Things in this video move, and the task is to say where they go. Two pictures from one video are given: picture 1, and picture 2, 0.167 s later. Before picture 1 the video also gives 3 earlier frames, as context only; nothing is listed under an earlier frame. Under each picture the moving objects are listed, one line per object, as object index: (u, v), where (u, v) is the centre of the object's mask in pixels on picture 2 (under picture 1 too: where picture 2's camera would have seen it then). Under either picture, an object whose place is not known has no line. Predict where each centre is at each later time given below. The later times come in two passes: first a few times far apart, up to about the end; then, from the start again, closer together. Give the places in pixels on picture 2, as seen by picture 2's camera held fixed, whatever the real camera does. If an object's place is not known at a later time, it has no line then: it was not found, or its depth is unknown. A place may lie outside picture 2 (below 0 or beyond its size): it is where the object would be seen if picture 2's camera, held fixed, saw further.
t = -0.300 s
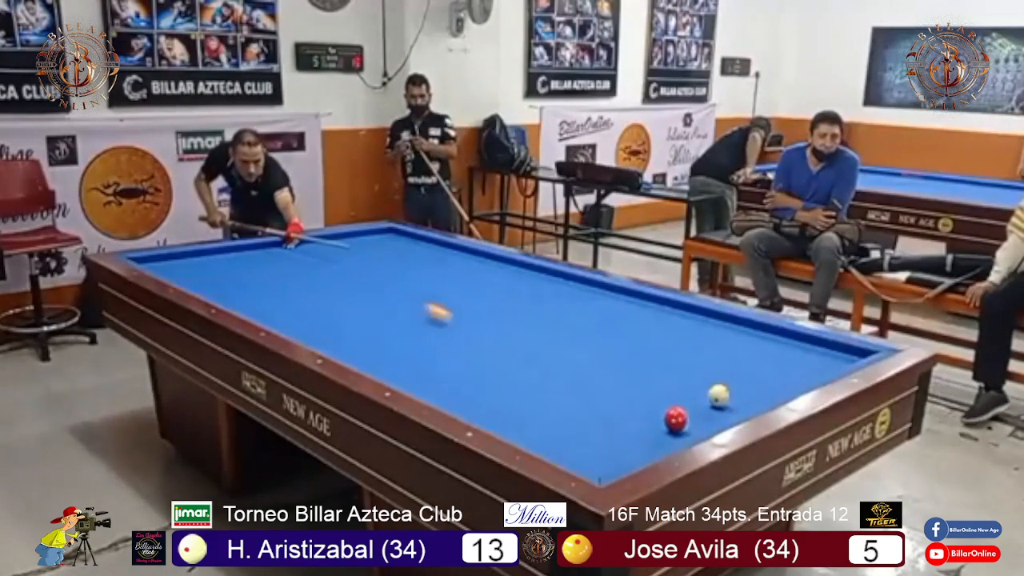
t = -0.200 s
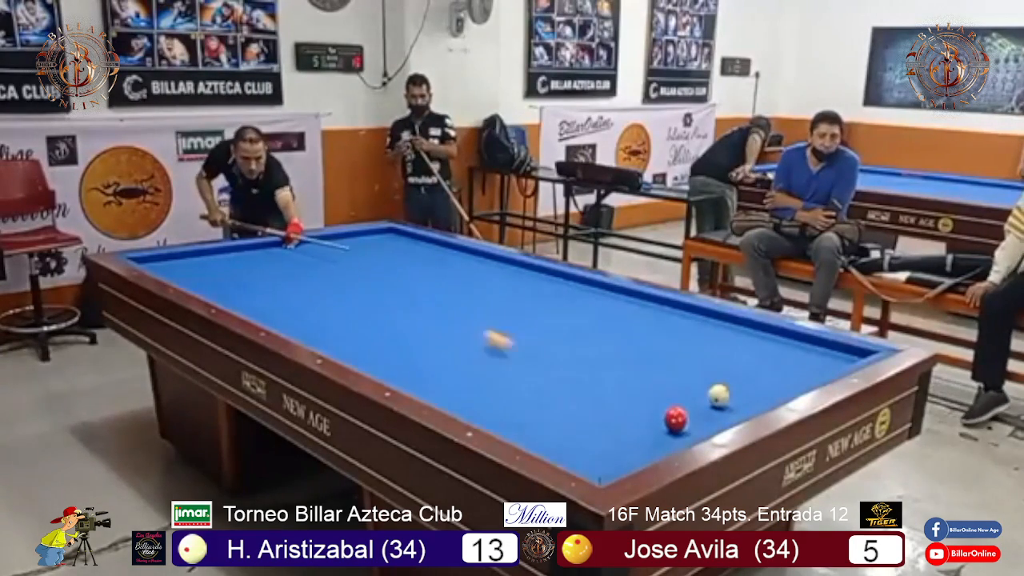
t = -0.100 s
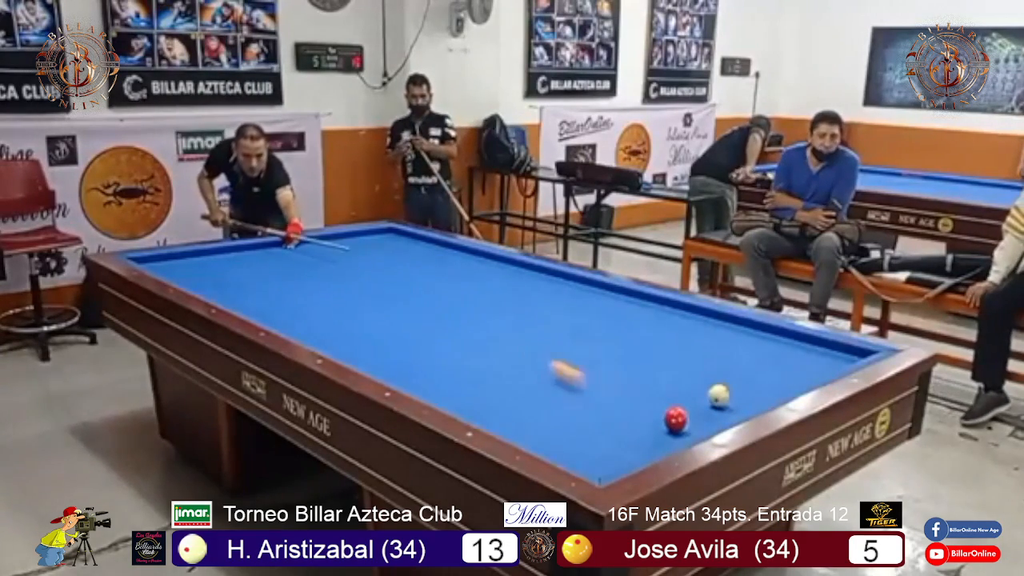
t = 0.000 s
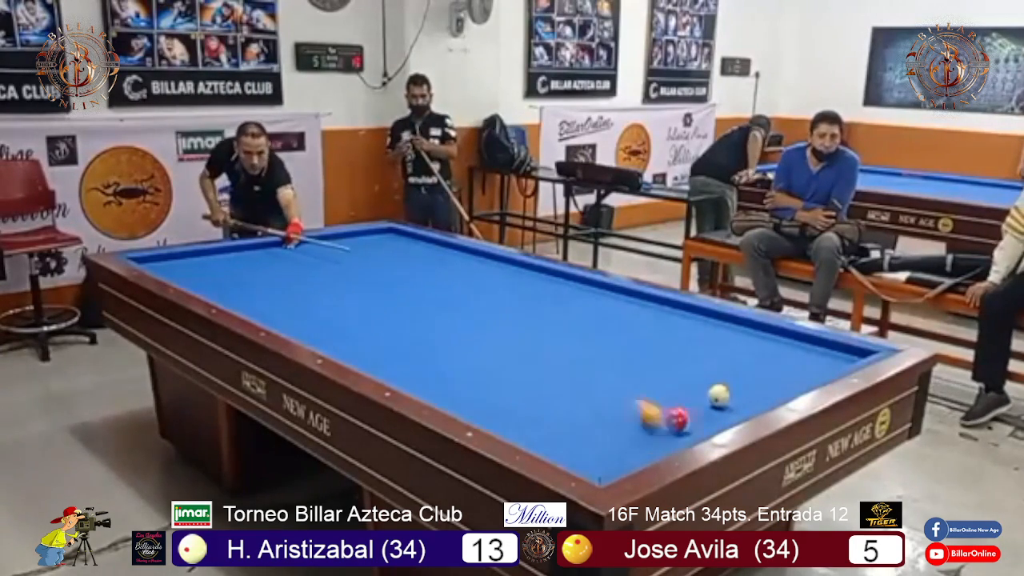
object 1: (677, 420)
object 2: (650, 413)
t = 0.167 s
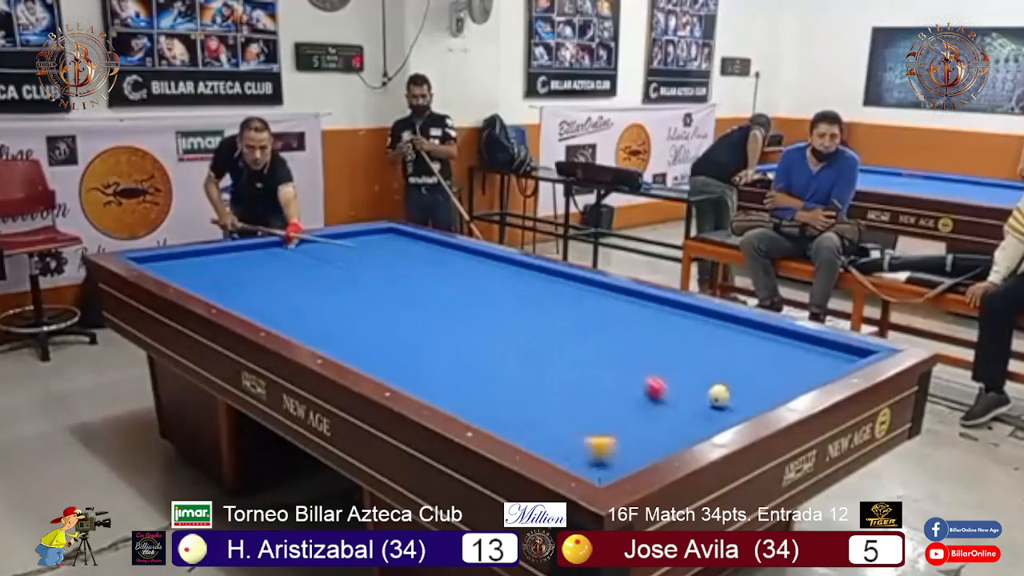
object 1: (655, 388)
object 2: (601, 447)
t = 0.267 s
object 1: (626, 370)
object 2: (556, 443)
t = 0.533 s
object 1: (570, 334)
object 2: (601, 419)
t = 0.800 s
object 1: (528, 307)
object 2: (648, 408)
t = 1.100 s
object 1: (489, 281)
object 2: (696, 397)
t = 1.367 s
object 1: (461, 263)
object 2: (701, 391)
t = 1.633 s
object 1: (440, 250)
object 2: (704, 385)
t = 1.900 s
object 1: (419, 236)
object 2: (707, 379)
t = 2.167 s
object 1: (380, 229)
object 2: (709, 375)
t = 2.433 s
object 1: (380, 236)
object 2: (711, 370)
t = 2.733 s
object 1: (377, 245)
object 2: (713, 365)
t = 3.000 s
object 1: (375, 254)
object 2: (715, 362)
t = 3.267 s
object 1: (373, 263)
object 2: (716, 359)
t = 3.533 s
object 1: (371, 272)
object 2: (718, 357)
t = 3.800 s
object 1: (368, 282)
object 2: (719, 354)
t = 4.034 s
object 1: (366, 292)
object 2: (719, 353)
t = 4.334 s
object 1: (363, 305)
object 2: (720, 351)
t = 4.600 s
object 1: (361, 318)
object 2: (721, 350)
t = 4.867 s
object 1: (358, 331)
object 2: (721, 349)
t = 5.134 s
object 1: (355, 346)
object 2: (722, 349)
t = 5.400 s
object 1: (361, 357)
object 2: (722, 349)
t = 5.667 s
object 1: (392, 365)
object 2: (722, 349)
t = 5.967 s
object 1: (427, 369)
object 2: (722, 349)
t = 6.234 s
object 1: (458, 374)
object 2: (722, 349)
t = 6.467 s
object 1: (485, 378)
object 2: (722, 349)
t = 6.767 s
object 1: (515, 383)
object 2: (722, 349)
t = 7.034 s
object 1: (545, 387)
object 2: (722, 349)
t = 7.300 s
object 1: (575, 392)
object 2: (722, 349)
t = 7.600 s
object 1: (608, 398)
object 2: (722, 349)
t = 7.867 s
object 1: (636, 402)
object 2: (722, 349)
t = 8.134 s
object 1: (664, 407)
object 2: (722, 349)
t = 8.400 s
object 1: (692, 411)
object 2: (722, 349)
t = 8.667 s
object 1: (718, 412)
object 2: (722, 349)
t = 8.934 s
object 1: (718, 410)
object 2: (722, 349)
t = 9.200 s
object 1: (713, 406)
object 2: (722, 348)
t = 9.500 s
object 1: (707, 400)
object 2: (722, 349)
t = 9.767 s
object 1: (703, 395)
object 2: (722, 349)
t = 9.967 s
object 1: (699, 392)
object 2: (722, 348)
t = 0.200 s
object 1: (645, 382)
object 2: (581, 448)
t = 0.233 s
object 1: (634, 376)
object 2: (561, 445)
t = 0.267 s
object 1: (626, 370)
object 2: (556, 443)
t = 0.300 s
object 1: (617, 364)
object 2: (561, 440)
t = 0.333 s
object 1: (609, 359)
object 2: (567, 435)
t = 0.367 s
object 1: (602, 354)
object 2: (572, 432)
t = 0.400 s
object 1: (595, 350)
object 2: (578, 428)
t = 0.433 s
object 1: (589, 346)
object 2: (584, 425)
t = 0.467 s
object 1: (582, 341)
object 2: (589, 423)
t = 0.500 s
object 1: (576, 337)
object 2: (595, 420)
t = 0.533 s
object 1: (570, 334)
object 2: (601, 419)
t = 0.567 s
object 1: (564, 330)
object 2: (606, 417)
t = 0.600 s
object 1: (559, 326)
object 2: (613, 416)
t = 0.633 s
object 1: (553, 322)
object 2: (619, 415)
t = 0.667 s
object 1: (548, 319)
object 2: (625, 413)
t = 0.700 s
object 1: (543, 316)
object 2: (630, 412)
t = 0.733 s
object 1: (538, 313)
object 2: (636, 411)
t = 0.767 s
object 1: (533, 310)
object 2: (642, 410)
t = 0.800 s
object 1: (528, 307)
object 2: (648, 408)
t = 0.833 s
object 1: (523, 303)
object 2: (653, 407)
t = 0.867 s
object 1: (519, 301)
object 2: (659, 406)
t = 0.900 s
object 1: (514, 298)
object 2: (665, 405)
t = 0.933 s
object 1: (510, 294)
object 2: (670, 403)
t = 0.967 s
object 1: (506, 292)
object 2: (676, 402)
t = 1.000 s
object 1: (501, 290)
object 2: (681, 401)
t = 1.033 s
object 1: (497, 287)
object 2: (686, 400)
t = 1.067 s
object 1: (493, 284)
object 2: (691, 399)
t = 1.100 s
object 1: (489, 281)
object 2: (696, 397)
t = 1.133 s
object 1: (485, 279)
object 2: (698, 396)
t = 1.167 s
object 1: (481, 277)
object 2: (699, 396)
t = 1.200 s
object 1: (478, 274)
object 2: (699, 395)
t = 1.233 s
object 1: (474, 272)
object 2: (699, 394)
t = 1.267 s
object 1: (471, 269)
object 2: (700, 393)
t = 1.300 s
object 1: (467, 267)
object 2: (700, 392)
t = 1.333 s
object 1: (464, 265)
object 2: (701, 391)
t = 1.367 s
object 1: (461, 263)
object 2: (701, 391)
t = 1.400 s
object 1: (457, 261)
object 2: (701, 390)
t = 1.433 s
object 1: (455, 259)
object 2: (702, 389)
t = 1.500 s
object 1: (449, 255)
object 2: (703, 387)
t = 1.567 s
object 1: (446, 254)
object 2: (703, 386)
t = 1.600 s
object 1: (443, 252)
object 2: (703, 386)
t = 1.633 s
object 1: (440, 250)
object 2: (704, 385)
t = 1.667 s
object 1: (438, 248)
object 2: (704, 384)
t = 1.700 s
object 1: (434, 246)
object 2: (704, 383)
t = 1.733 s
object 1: (432, 244)
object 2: (705, 383)
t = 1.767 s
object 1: (429, 243)
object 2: (705, 382)
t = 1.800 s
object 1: (427, 241)
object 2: (705, 382)
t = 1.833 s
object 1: (424, 239)
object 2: (706, 381)
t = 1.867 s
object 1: (421, 238)
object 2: (706, 380)
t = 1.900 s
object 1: (419, 236)
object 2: (707, 379)
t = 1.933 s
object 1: (414, 234)
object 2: (707, 378)
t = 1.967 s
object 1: (408, 233)
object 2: (707, 378)
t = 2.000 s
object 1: (403, 232)
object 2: (707, 377)
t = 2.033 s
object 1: (397, 231)
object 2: (708, 377)
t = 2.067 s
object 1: (392, 231)
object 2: (708, 376)
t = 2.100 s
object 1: (387, 230)
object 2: (708, 376)
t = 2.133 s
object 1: (382, 229)
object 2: (709, 375)
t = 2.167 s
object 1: (380, 229)
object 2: (709, 375)
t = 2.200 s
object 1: (380, 230)
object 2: (709, 373)
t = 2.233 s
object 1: (380, 230)
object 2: (709, 373)
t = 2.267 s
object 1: (381, 232)
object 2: (710, 373)
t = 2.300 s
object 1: (380, 233)
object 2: (710, 372)
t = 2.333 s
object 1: (380, 234)
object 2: (710, 371)
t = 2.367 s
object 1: (380, 235)
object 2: (711, 371)
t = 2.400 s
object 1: (380, 236)
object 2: (711, 370)
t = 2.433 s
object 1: (380, 236)
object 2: (711, 370)
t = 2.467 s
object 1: (379, 238)
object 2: (711, 369)
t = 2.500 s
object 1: (379, 239)
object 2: (712, 369)
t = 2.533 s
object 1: (379, 239)
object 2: (712, 369)
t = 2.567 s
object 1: (379, 240)
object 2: (712, 368)
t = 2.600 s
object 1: (379, 241)
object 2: (712, 367)
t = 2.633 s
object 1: (378, 242)
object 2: (712, 367)
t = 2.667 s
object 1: (378, 243)
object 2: (713, 366)
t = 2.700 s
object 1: (378, 244)
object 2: (713, 366)
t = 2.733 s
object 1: (377, 245)
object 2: (713, 365)
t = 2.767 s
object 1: (377, 246)
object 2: (713, 365)
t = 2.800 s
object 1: (377, 247)
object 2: (714, 365)
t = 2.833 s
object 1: (377, 248)
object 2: (714, 364)
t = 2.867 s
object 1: (376, 249)
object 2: (714, 364)
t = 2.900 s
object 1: (376, 250)
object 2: (714, 363)
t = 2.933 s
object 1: (376, 252)
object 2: (714, 363)
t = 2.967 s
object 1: (376, 253)
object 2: (715, 362)
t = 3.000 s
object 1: (375, 254)
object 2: (715, 362)
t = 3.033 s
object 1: (375, 255)
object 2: (715, 362)
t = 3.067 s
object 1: (375, 256)
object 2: (715, 361)
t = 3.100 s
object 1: (374, 257)
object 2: (716, 361)
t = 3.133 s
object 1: (374, 258)
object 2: (716, 360)
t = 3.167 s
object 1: (374, 259)
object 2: (716, 360)
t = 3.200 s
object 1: (374, 261)
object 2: (716, 360)
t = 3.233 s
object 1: (374, 262)
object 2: (716, 360)
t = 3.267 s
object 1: (373, 263)
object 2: (716, 359)
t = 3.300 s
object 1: (373, 263)
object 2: (717, 359)
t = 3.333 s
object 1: (373, 265)
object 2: (717, 358)
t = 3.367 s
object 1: (372, 266)
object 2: (717, 358)
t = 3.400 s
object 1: (372, 267)
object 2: (717, 358)
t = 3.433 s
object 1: (372, 268)
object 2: (717, 357)
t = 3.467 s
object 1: (372, 270)
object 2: (718, 357)
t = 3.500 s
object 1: (371, 271)
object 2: (718, 357)
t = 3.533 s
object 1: (371, 272)
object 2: (718, 357)
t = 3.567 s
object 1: (370, 273)
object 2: (718, 356)
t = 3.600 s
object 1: (370, 274)
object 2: (718, 356)
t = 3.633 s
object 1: (370, 276)
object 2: (718, 356)
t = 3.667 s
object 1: (370, 277)
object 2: (718, 356)
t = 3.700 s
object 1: (369, 278)
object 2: (718, 355)
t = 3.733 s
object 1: (369, 280)
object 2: (719, 355)
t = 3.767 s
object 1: (369, 281)
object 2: (719, 355)
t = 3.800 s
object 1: (368, 282)
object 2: (719, 354)
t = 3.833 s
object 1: (368, 284)
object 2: (719, 354)
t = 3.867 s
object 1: (368, 284)
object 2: (719, 354)
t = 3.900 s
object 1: (368, 286)
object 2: (719, 354)
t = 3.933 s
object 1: (367, 288)
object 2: (719, 353)
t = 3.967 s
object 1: (367, 289)
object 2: (719, 353)
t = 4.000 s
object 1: (367, 291)
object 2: (719, 353)
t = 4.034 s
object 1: (366, 292)
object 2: (719, 353)
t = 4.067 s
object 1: (366, 293)
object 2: (719, 353)
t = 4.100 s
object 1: (366, 295)
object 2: (719, 352)
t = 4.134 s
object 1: (365, 296)
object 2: (719, 352)
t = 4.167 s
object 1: (365, 298)
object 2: (720, 352)
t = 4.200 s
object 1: (365, 299)
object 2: (720, 352)
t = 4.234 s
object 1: (365, 301)
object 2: (720, 351)
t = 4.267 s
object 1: (364, 302)
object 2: (720, 351)
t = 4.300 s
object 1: (364, 303)
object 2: (720, 351)
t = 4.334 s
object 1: (363, 305)
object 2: (720, 351)
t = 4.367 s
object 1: (363, 306)
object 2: (720, 351)
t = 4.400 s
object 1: (363, 308)
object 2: (720, 351)
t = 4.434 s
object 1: (362, 309)
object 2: (720, 351)
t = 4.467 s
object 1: (362, 311)
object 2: (720, 351)
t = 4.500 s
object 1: (362, 313)
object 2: (721, 351)
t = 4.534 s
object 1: (362, 314)
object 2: (720, 351)
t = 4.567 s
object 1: (361, 315)
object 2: (720, 350)
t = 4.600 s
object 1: (361, 318)
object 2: (721, 350)
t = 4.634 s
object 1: (361, 319)
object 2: (721, 350)
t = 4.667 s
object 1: (360, 321)
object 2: (721, 350)
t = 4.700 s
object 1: (360, 322)
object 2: (721, 350)
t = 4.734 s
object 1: (360, 324)
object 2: (721, 350)
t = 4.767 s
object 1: (360, 326)
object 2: (721, 350)
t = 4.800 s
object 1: (359, 328)
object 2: (721, 349)
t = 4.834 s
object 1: (359, 329)
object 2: (721, 349)
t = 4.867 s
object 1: (358, 331)
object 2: (721, 349)
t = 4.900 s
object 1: (358, 333)
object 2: (722, 349)
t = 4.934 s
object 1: (357, 334)
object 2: (722, 349)
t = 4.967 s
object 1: (357, 336)
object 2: (722, 349)
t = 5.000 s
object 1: (357, 338)
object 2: (722, 349)
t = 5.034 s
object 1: (356, 340)
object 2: (722, 349)
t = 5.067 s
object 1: (356, 342)
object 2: (722, 349)
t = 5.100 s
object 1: (356, 344)
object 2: (722, 349)
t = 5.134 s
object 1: (355, 346)
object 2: (722, 349)
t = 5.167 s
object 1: (355, 347)
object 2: (722, 349)
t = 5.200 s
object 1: (355, 350)
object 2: (722, 349)
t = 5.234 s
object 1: (355, 350)
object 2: (722, 349)
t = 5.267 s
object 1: (355, 352)
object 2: (722, 349)
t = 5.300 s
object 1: (354, 353)
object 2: (722, 349)
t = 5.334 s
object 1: (354, 354)
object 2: (722, 349)
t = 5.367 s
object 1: (357, 356)
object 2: (722, 349)
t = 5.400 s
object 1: (361, 357)
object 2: (722, 349)
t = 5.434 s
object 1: (365, 358)
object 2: (722, 349)
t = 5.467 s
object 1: (368, 359)
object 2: (722, 349)
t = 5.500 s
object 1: (372, 360)
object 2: (722, 349)
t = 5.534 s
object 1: (376, 361)
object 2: (722, 349)
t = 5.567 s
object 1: (380, 362)
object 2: (722, 349)
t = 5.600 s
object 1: (384, 362)
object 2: (722, 349)
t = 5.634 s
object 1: (387, 363)
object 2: (722, 349)
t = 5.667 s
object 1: (392, 365)
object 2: (722, 349)
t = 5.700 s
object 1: (395, 365)
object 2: (722, 349)
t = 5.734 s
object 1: (399, 365)
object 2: (722, 349)
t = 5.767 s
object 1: (403, 366)
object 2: (722, 349)
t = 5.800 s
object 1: (407, 367)
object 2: (722, 349)
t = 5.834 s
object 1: (411, 367)
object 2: (722, 349)
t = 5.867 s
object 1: (415, 368)
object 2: (722, 349)
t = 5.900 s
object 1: (419, 368)
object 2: (722, 349)
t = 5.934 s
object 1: (423, 369)
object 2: (722, 349)
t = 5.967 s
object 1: (427, 369)
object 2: (722, 349)
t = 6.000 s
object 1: (431, 370)
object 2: (722, 349)
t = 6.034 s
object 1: (435, 370)
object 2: (722, 349)
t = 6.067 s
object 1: (438, 371)
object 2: (722, 349)
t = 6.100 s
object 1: (442, 371)
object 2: (722, 349)
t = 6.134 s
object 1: (447, 372)
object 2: (722, 349)
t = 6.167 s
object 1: (450, 372)
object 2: (722, 349)
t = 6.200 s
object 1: (454, 373)
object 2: (722, 349)
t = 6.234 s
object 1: (458, 374)
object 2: (722, 349)
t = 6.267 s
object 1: (462, 374)
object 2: (722, 349)
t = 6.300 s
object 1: (466, 375)
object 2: (722, 349)
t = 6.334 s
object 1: (469, 376)
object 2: (722, 349)
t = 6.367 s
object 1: (474, 377)
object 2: (722, 349)
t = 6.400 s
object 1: (477, 377)
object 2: (722, 349)
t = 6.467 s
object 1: (485, 378)
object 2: (722, 349)
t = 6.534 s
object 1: (489, 378)
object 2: (722, 349)
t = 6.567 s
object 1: (493, 380)
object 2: (722, 349)
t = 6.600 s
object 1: (496, 380)
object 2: (722, 349)
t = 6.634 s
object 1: (500, 381)
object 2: (722, 349)
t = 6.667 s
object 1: (504, 381)
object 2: (722, 349)
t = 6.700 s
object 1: (508, 382)
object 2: (722, 349)
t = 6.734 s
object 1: (511, 382)
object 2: (722, 349)
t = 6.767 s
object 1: (515, 383)
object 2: (722, 349)
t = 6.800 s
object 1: (519, 383)
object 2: (722, 349)
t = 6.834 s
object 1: (523, 384)
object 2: (722, 349)
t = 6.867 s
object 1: (526, 385)
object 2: (722, 349)
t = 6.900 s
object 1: (530, 385)
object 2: (722, 349)
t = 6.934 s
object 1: (534, 385)
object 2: (722, 349)
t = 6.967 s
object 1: (538, 386)
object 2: (722, 349)
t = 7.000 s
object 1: (541, 387)
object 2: (722, 349)
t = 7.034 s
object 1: (545, 387)
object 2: (722, 349)
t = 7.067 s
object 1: (549, 388)
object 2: (722, 349)
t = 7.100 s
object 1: (553, 388)
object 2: (722, 349)
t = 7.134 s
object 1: (557, 389)
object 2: (722, 349)
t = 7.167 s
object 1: (560, 390)
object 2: (722, 349)
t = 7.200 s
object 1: (564, 390)
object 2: (722, 349)
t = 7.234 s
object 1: (568, 391)
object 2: (722, 349)
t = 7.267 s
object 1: (571, 391)
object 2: (722, 349)
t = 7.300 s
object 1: (575, 392)
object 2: (722, 349)
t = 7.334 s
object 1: (578, 393)
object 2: (721, 349)
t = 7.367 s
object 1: (582, 393)
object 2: (721, 349)
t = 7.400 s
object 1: (586, 393)
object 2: (721, 349)
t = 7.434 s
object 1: (589, 394)
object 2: (721, 349)
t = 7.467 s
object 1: (593, 395)
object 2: (721, 349)
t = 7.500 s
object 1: (597, 396)
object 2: (721, 349)
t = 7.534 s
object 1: (600, 396)
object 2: (722, 349)
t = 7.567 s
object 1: (604, 397)
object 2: (722, 349)
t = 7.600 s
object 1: (608, 398)
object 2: (722, 349)
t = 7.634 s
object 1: (611, 398)
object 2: (721, 349)
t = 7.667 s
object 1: (615, 399)
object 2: (722, 349)
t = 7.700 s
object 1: (618, 399)
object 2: (721, 349)
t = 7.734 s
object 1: (622, 400)
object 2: (721, 349)
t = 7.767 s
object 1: (626, 401)
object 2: (722, 349)
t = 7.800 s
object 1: (629, 401)
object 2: (722, 349)
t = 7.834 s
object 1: (633, 402)
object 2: (721, 349)
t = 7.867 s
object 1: (636, 402)
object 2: (722, 349)
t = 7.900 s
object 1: (640, 403)
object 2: (722, 349)
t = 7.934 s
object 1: (644, 403)
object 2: (722, 349)
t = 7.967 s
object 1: (647, 404)
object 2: (721, 349)
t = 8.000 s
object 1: (650, 405)
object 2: (722, 349)
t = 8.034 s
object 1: (654, 405)
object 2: (722, 349)
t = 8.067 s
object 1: (657, 406)
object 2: (722, 349)
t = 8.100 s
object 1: (661, 406)
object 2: (722, 349)
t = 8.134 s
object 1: (664, 407)
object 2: (722, 349)
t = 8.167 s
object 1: (668, 407)
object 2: (722, 349)
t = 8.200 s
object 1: (671, 408)
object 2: (722, 349)
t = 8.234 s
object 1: (675, 408)
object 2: (722, 349)
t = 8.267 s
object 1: (679, 409)
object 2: (722, 349)
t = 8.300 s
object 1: (682, 410)
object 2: (722, 349)
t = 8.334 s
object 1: (685, 410)
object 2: (722, 349)
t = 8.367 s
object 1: (689, 410)
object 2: (722, 349)
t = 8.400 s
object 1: (692, 411)
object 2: (722, 349)
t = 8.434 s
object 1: (696, 411)
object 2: (722, 349)
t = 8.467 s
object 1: (699, 412)
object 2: (721, 349)
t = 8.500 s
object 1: (702, 412)
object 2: (722, 349)
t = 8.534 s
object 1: (705, 412)
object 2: (722, 349)
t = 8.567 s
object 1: (709, 412)
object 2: (722, 349)
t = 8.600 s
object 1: (712, 413)
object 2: (722, 349)
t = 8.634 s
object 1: (715, 413)
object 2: (722, 349)
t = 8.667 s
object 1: (718, 412)
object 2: (722, 349)
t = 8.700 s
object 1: (722, 412)
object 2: (721, 349)
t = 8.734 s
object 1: (721, 412)
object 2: (721, 349)
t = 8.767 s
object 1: (721, 412)
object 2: (722, 349)
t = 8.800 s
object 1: (721, 411)
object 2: (722, 349)
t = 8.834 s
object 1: (720, 411)
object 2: (722, 349)
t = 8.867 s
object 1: (719, 411)
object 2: (722, 349)
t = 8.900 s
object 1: (718, 410)
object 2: (722, 349)
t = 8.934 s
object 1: (718, 410)
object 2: (722, 349)
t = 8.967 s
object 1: (717, 409)
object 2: (722, 348)
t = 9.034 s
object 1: (717, 409)
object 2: (722, 349)
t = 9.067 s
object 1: (716, 409)
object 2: (722, 349)
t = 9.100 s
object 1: (715, 408)
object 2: (722, 349)
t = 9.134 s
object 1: (715, 407)
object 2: (722, 349)
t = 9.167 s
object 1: (714, 407)
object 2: (722, 348)
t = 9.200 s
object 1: (713, 406)
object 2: (722, 348)
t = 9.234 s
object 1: (713, 405)
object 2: (722, 349)
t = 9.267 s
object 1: (712, 404)
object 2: (722, 349)
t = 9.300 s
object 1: (711, 404)
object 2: (722, 348)
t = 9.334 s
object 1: (711, 403)
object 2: (722, 348)
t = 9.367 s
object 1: (710, 402)
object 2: (722, 349)
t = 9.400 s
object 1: (709, 401)
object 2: (722, 348)
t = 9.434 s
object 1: (708, 401)
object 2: (722, 348)
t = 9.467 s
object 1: (708, 400)
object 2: (722, 348)
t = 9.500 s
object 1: (707, 400)
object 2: (722, 349)
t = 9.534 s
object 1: (707, 399)
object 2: (722, 348)
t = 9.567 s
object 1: (706, 398)
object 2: (722, 348)
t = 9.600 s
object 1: (705, 398)
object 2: (722, 349)
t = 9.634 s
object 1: (705, 397)
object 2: (722, 348)
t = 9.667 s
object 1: (704, 397)
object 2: (722, 349)
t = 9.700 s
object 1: (704, 396)
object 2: (722, 349)
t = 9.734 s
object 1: (703, 396)
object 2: (722, 348)
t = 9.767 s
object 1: (703, 395)
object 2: (722, 349)
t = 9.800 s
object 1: (702, 394)
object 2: (722, 348)
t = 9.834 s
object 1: (701, 394)
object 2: (722, 349)
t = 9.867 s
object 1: (701, 393)
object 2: (722, 348)
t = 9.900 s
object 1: (700, 393)
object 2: (722, 348)
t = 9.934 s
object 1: (699, 392)
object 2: (722, 349)
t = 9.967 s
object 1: (699, 392)
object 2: (722, 348)
